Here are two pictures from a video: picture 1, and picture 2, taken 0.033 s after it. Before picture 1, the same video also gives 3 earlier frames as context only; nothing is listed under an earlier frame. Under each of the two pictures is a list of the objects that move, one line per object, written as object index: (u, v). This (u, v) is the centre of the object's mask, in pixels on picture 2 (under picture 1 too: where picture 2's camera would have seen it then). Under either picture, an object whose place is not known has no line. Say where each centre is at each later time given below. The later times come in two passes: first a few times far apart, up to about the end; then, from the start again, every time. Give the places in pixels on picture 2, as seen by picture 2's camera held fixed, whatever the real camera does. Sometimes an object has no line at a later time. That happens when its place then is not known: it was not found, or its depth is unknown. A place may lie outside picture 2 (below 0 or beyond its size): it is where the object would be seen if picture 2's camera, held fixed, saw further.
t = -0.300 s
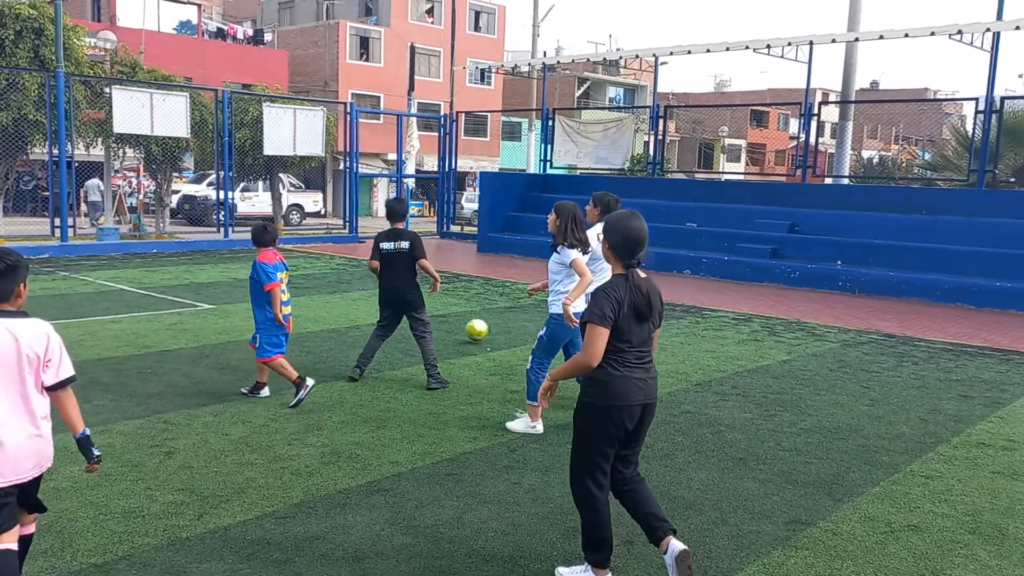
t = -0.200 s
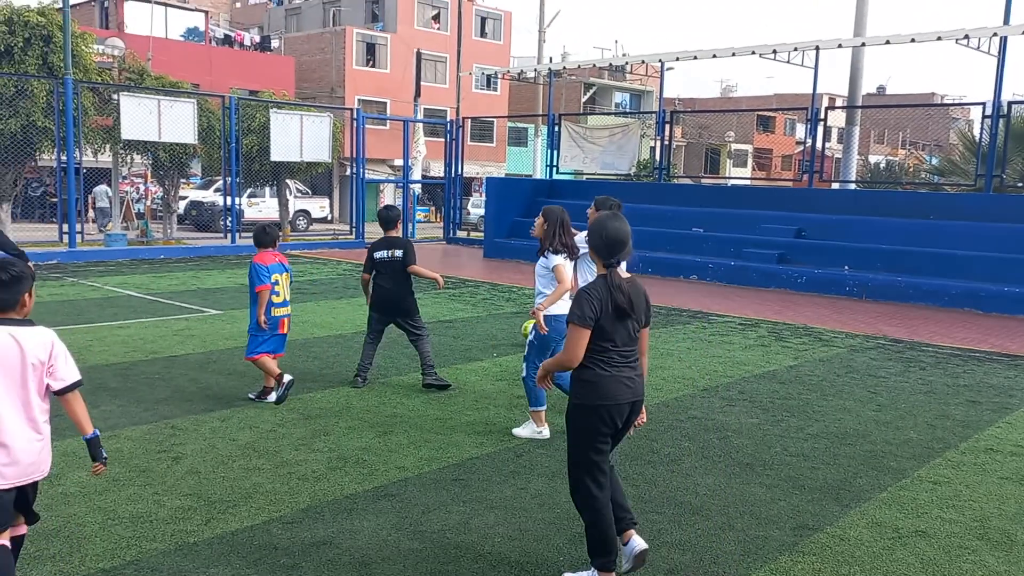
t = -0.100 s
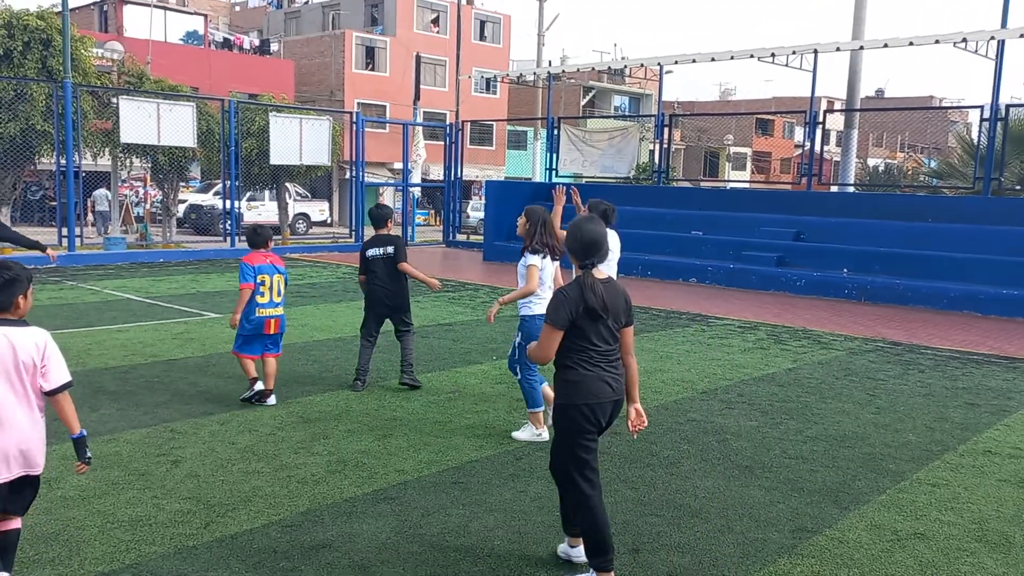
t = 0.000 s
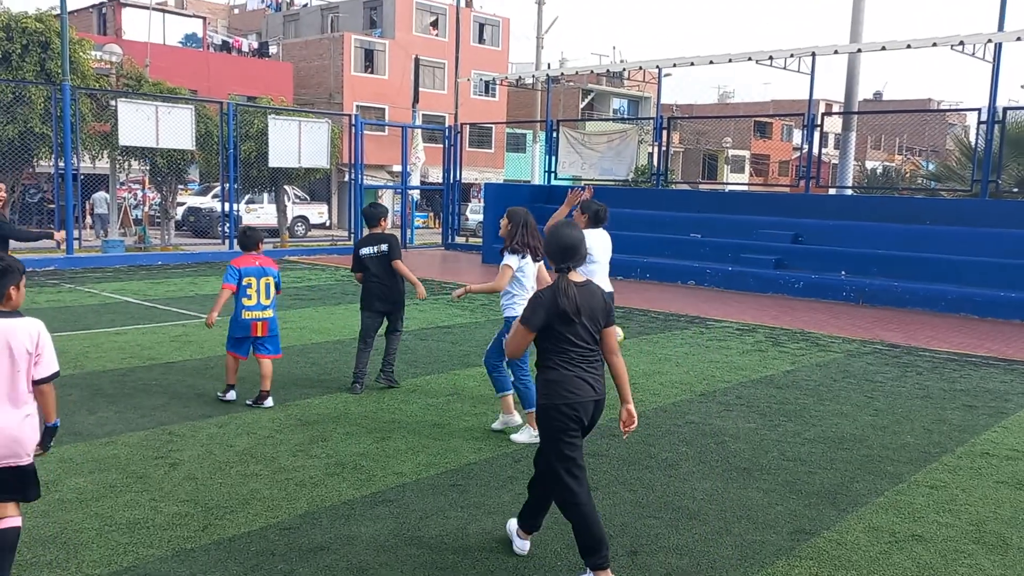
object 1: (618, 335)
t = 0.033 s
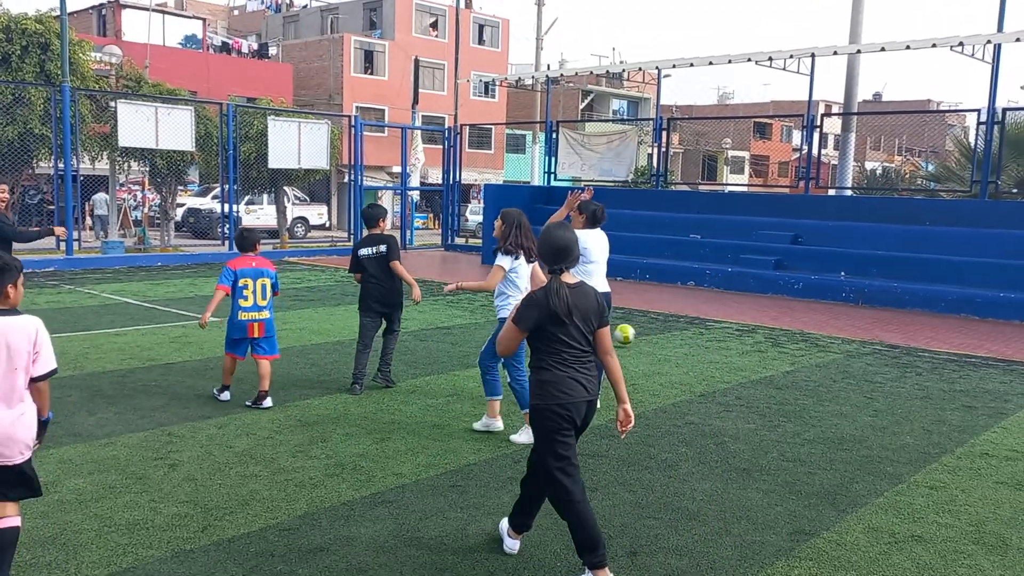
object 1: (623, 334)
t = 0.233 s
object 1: (689, 335)
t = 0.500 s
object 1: (770, 333)
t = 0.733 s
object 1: (834, 331)
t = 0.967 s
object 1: (893, 325)
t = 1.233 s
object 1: (955, 322)
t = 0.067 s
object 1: (636, 333)
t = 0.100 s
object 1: (647, 333)
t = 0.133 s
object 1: (657, 334)
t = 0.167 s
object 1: (668, 336)
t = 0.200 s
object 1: (679, 336)
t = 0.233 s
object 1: (689, 335)
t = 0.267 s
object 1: (700, 335)
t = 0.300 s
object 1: (710, 335)
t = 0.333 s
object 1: (720, 334)
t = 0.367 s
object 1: (731, 334)
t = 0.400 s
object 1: (741, 333)
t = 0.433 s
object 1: (751, 332)
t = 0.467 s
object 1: (760, 332)
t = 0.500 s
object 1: (770, 333)
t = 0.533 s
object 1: (780, 332)
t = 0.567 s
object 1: (788, 331)
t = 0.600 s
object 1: (798, 331)
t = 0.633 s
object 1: (807, 332)
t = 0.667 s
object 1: (816, 332)
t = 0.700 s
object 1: (825, 331)
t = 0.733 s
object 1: (834, 331)
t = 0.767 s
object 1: (843, 331)
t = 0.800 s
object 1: (851, 330)
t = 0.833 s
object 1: (860, 329)
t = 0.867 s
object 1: (869, 330)
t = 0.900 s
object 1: (877, 328)
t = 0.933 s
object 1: (885, 327)
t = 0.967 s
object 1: (893, 325)
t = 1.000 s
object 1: (901, 325)
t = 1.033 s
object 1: (909, 325)
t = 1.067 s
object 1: (917, 327)
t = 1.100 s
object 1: (925, 326)
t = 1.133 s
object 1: (933, 324)
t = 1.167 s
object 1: (940, 323)
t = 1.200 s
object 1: (947, 322)
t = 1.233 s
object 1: (955, 322)
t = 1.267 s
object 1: (959, 323)
